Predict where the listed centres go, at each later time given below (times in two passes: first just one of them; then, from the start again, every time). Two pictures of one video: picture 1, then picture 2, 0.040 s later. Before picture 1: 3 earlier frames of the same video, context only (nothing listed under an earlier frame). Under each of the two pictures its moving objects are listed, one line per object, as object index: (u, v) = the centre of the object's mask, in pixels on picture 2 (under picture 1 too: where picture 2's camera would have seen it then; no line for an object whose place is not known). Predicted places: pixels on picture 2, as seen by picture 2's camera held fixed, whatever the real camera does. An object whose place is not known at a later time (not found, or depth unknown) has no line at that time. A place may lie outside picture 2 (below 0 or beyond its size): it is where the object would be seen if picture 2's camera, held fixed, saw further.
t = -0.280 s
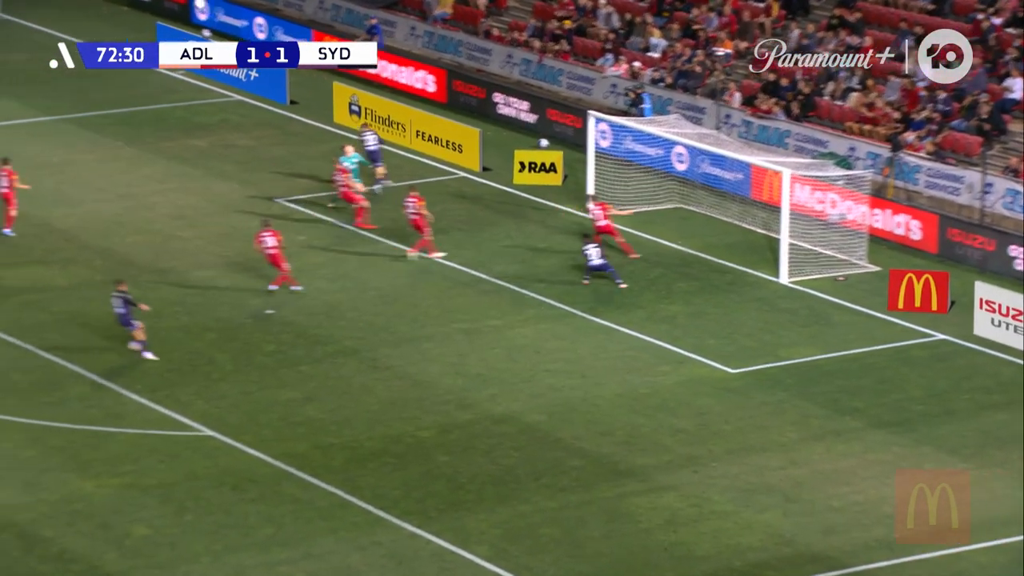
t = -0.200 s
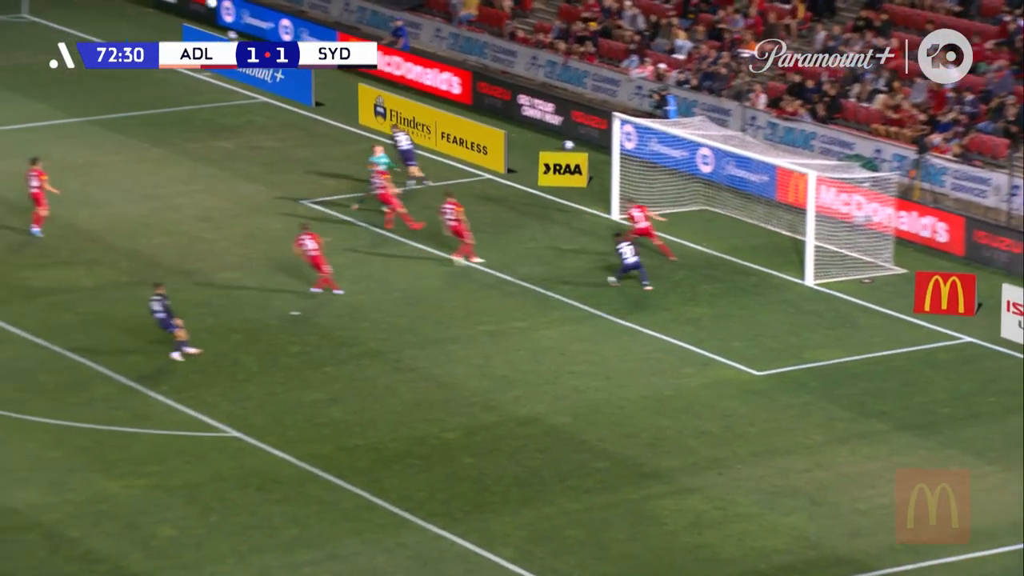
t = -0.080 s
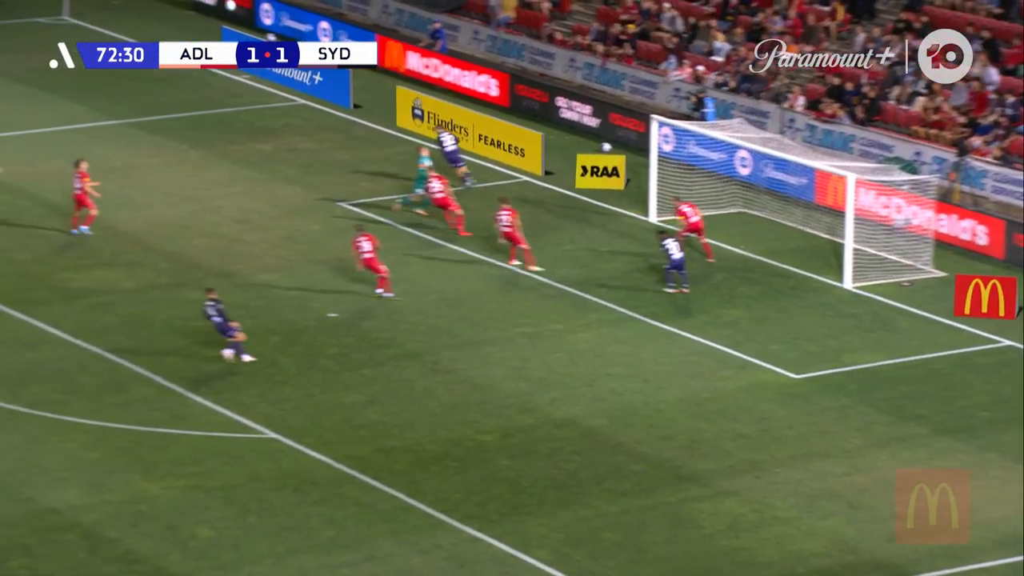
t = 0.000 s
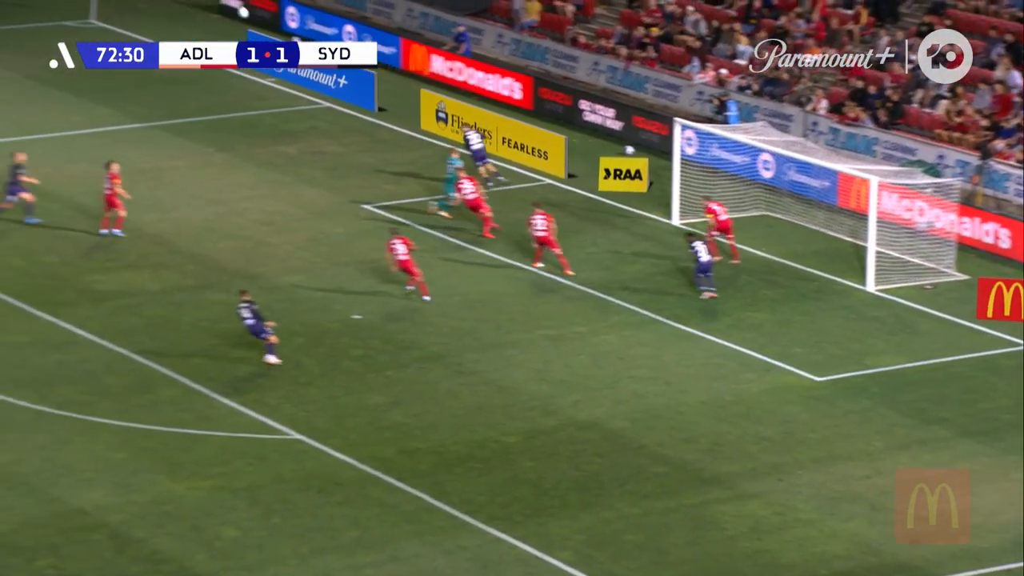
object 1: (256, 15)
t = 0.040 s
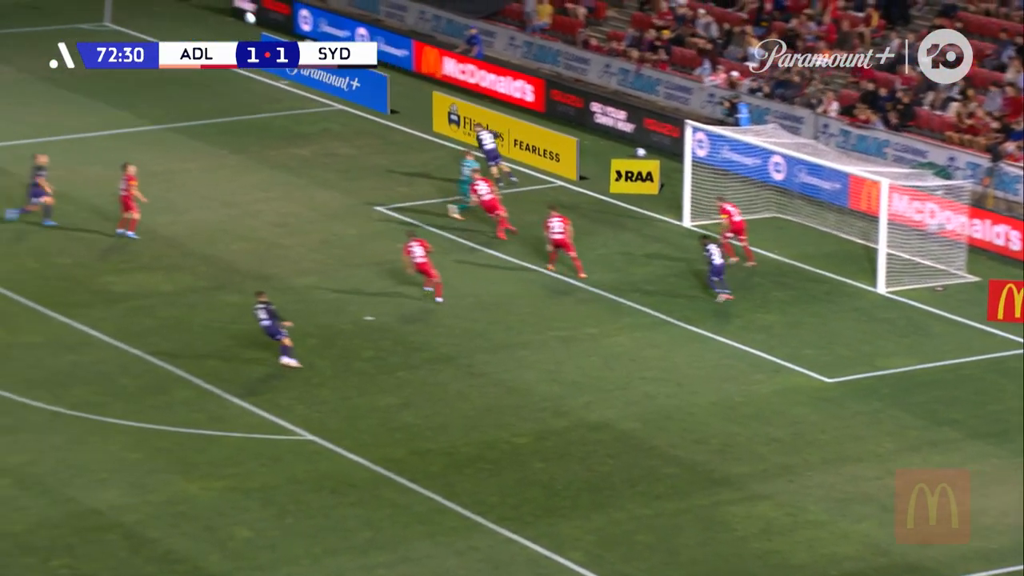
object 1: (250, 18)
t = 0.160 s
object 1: (235, 30)
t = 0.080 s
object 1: (246, 22)
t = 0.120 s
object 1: (240, 26)
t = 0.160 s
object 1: (235, 30)
